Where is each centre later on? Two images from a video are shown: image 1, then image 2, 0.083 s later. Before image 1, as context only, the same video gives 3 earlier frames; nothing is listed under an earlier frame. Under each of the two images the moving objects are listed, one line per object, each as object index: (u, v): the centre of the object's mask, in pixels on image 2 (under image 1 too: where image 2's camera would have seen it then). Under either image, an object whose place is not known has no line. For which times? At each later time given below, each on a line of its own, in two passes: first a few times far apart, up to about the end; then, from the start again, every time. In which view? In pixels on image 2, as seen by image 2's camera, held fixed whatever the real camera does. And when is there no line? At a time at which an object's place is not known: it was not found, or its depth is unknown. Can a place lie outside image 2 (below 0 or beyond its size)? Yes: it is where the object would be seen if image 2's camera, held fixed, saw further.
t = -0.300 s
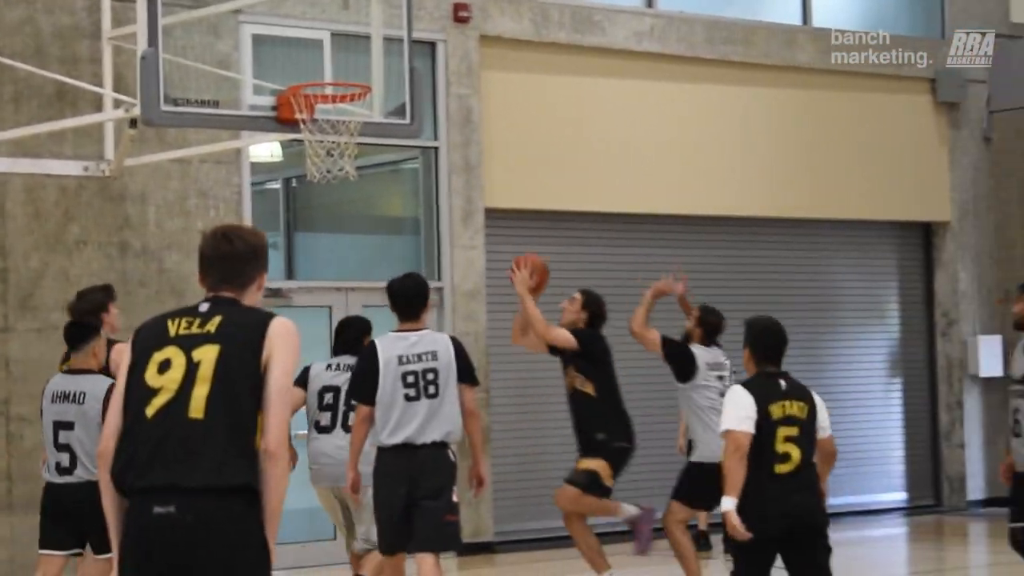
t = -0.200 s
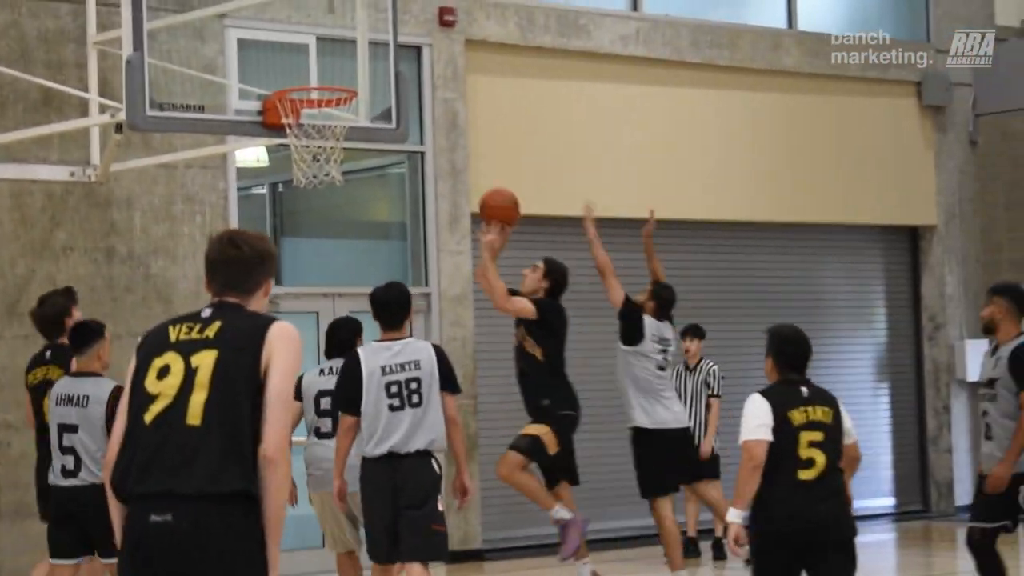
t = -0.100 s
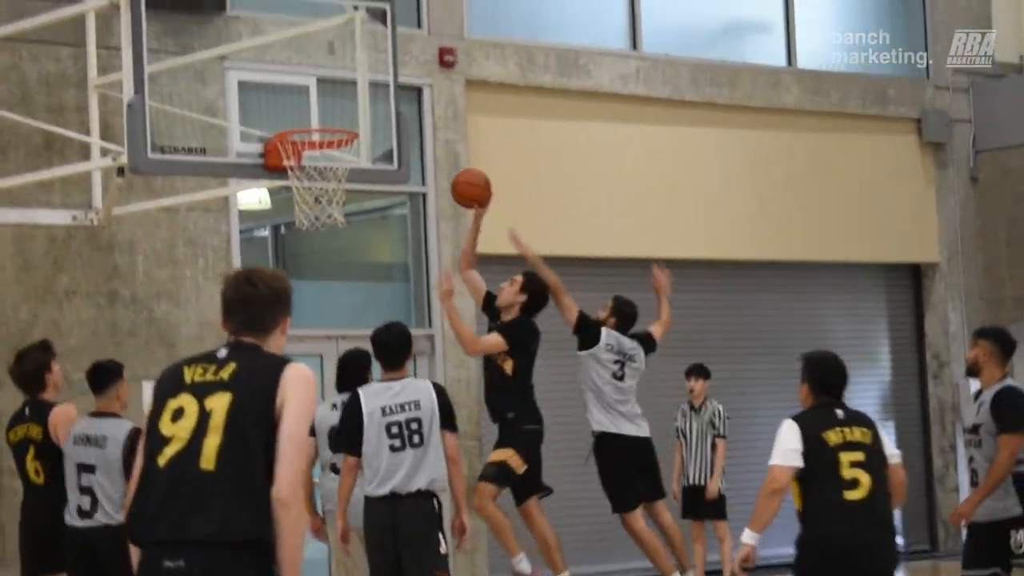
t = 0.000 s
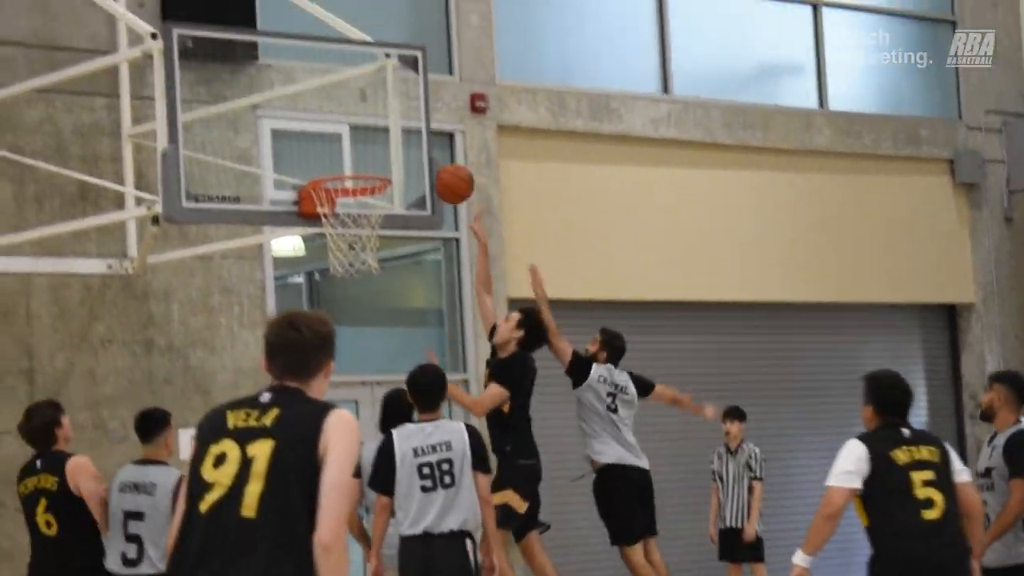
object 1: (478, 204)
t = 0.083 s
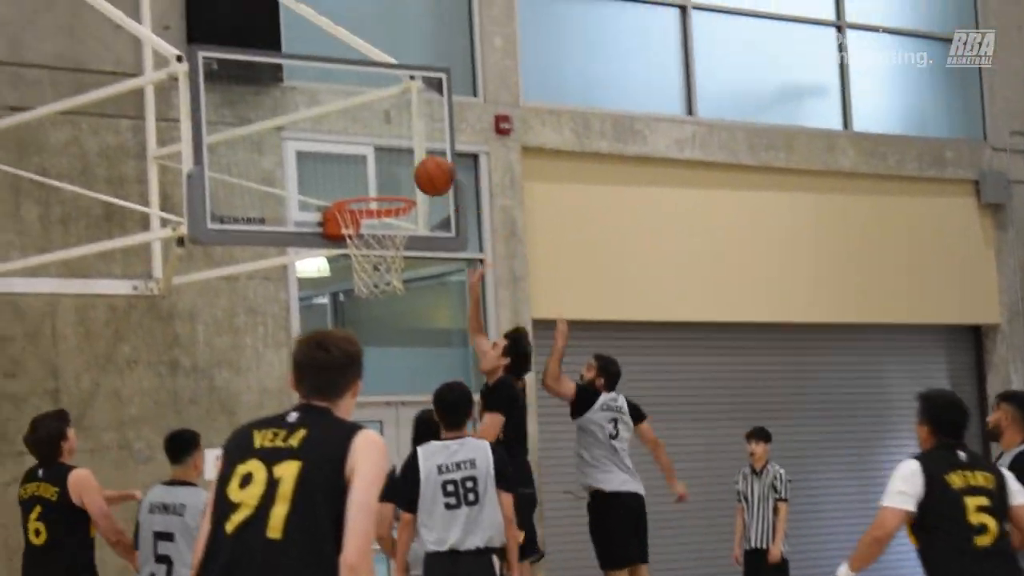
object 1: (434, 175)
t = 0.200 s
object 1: (388, 156)
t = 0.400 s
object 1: (383, 176)
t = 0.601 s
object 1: (373, 225)
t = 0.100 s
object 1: (425, 171)
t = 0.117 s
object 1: (417, 168)
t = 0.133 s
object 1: (408, 164)
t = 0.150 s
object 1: (400, 162)
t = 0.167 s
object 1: (391, 159)
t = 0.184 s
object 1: (389, 158)
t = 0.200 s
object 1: (388, 156)
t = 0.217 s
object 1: (387, 155)
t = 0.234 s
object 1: (387, 155)
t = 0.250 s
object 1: (387, 155)
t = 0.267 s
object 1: (386, 155)
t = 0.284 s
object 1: (385, 156)
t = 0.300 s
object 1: (385, 157)
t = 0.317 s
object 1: (384, 160)
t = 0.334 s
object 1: (384, 162)
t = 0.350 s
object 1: (384, 165)
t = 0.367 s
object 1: (383, 168)
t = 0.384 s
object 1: (383, 172)
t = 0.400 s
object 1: (383, 176)
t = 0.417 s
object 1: (382, 179)
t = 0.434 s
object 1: (382, 182)
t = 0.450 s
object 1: (381, 186)
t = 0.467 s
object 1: (381, 188)
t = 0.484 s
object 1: (379, 198)
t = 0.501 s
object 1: (378, 201)
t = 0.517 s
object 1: (378, 205)
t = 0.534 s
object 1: (377, 209)
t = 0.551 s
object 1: (377, 214)
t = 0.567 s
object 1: (376, 218)
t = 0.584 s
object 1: (376, 222)
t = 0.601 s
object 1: (373, 225)
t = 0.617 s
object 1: (372, 228)
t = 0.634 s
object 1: (371, 232)
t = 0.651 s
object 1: (375, 238)
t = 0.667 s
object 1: (374, 245)
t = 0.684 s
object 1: (373, 250)
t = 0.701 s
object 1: (372, 256)
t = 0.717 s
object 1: (373, 263)
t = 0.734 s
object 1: (372, 271)
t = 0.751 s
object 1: (372, 277)
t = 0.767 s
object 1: (372, 285)
